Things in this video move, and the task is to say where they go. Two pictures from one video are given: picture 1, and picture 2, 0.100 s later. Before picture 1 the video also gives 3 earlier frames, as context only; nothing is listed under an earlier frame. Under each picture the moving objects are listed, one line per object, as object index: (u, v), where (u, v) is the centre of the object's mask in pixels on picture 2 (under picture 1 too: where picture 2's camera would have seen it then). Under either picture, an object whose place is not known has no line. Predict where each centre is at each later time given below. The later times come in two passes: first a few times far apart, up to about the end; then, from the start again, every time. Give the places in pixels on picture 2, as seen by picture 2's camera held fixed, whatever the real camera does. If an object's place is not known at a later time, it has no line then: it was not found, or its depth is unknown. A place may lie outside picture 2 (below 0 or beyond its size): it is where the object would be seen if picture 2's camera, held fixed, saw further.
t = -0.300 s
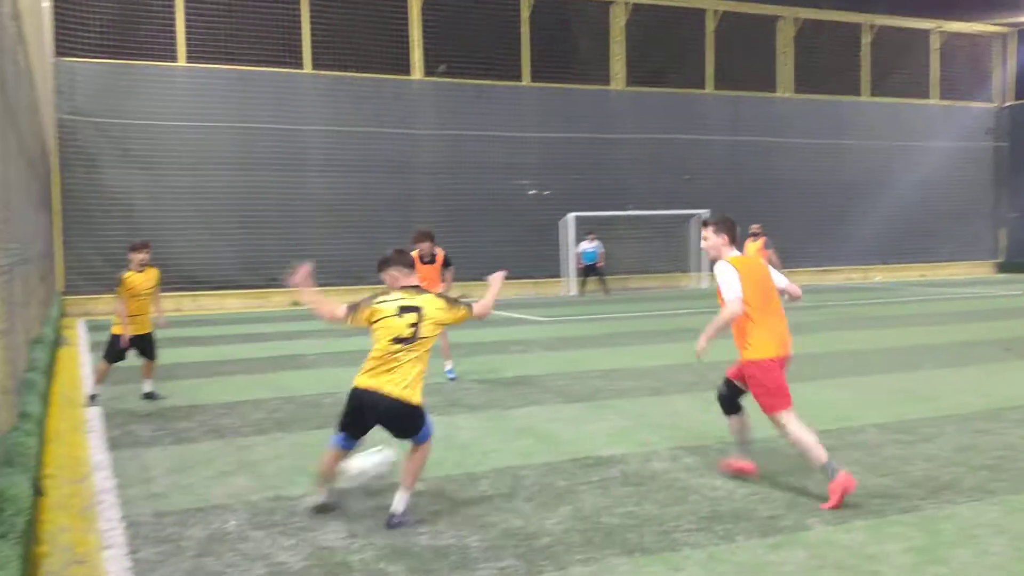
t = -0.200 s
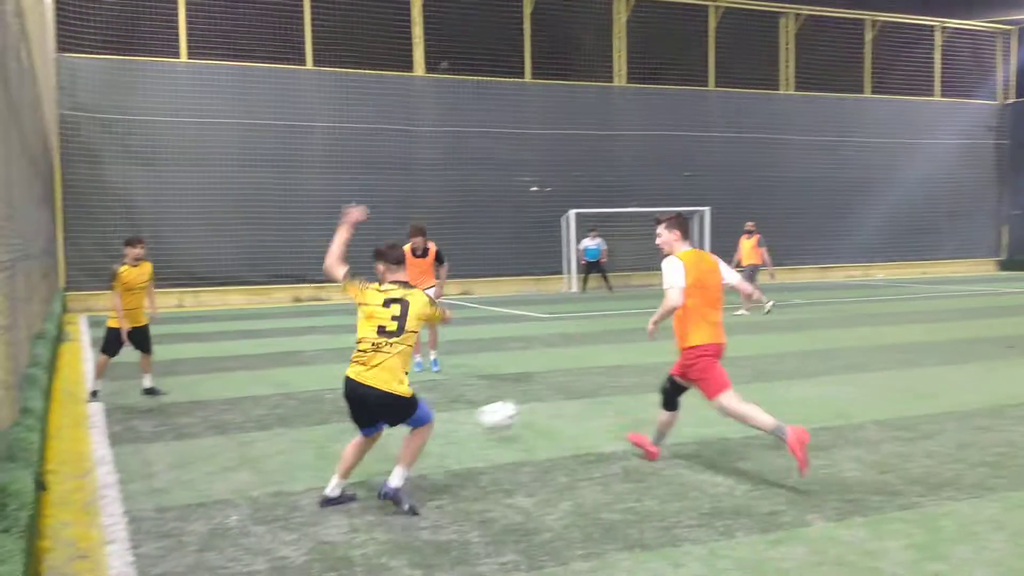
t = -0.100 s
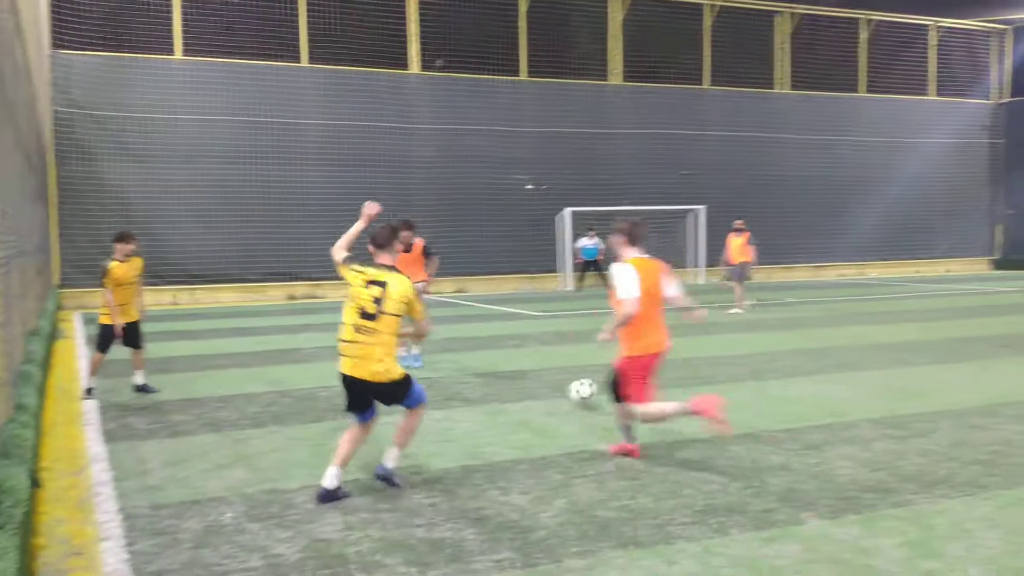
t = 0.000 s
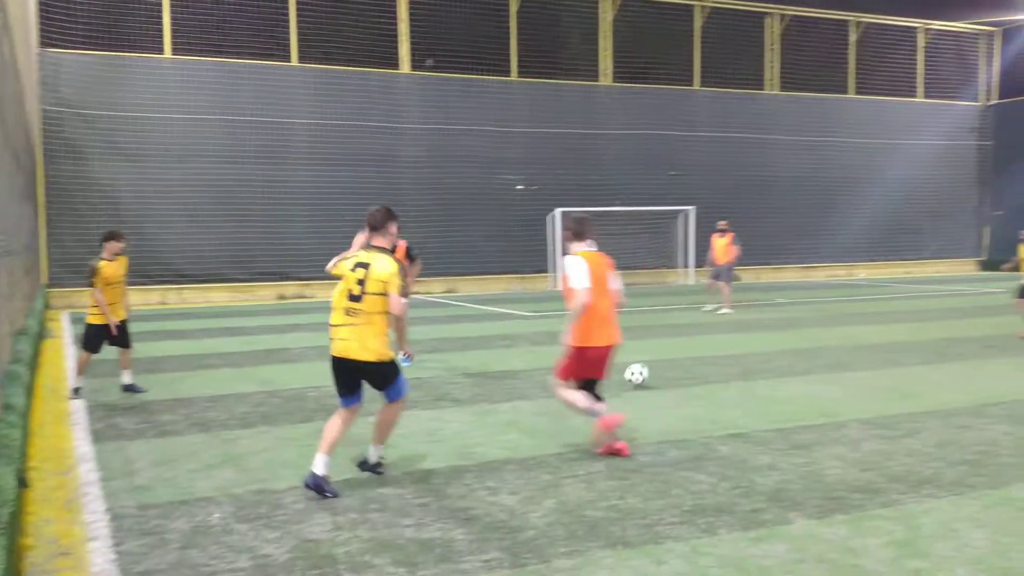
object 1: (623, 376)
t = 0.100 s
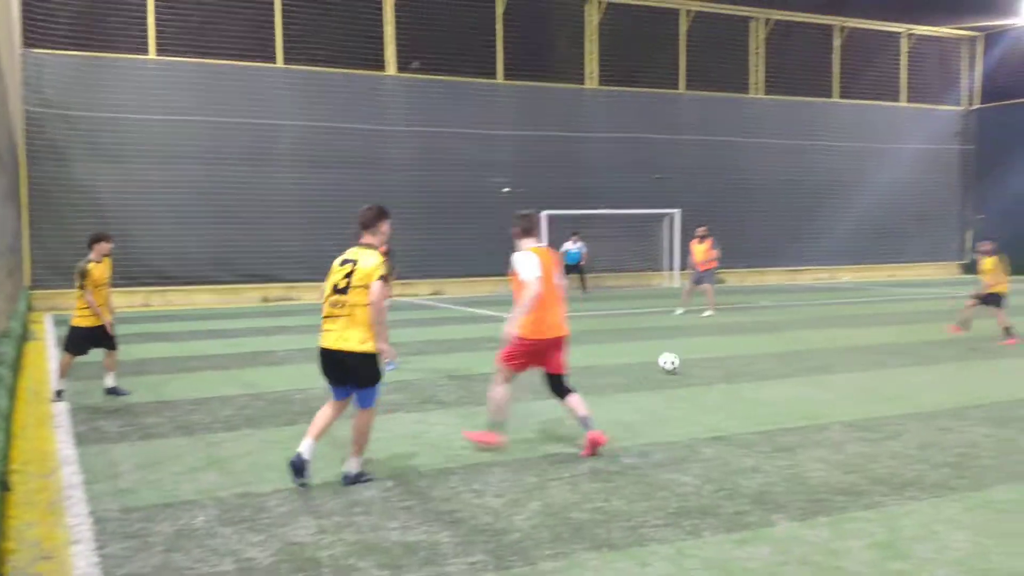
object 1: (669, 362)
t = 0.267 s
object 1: (723, 346)
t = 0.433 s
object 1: (756, 332)
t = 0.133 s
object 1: (682, 359)
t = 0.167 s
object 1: (695, 357)
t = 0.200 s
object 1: (706, 353)
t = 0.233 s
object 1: (715, 349)
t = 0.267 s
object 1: (723, 346)
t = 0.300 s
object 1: (731, 344)
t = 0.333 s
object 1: (738, 340)
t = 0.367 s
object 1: (744, 337)
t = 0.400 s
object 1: (750, 334)
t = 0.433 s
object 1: (756, 332)
